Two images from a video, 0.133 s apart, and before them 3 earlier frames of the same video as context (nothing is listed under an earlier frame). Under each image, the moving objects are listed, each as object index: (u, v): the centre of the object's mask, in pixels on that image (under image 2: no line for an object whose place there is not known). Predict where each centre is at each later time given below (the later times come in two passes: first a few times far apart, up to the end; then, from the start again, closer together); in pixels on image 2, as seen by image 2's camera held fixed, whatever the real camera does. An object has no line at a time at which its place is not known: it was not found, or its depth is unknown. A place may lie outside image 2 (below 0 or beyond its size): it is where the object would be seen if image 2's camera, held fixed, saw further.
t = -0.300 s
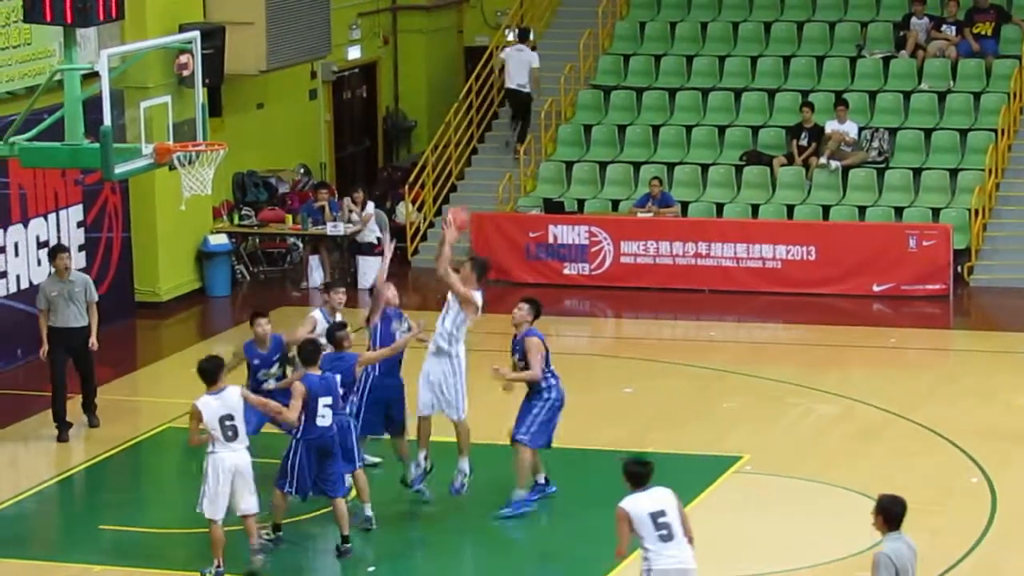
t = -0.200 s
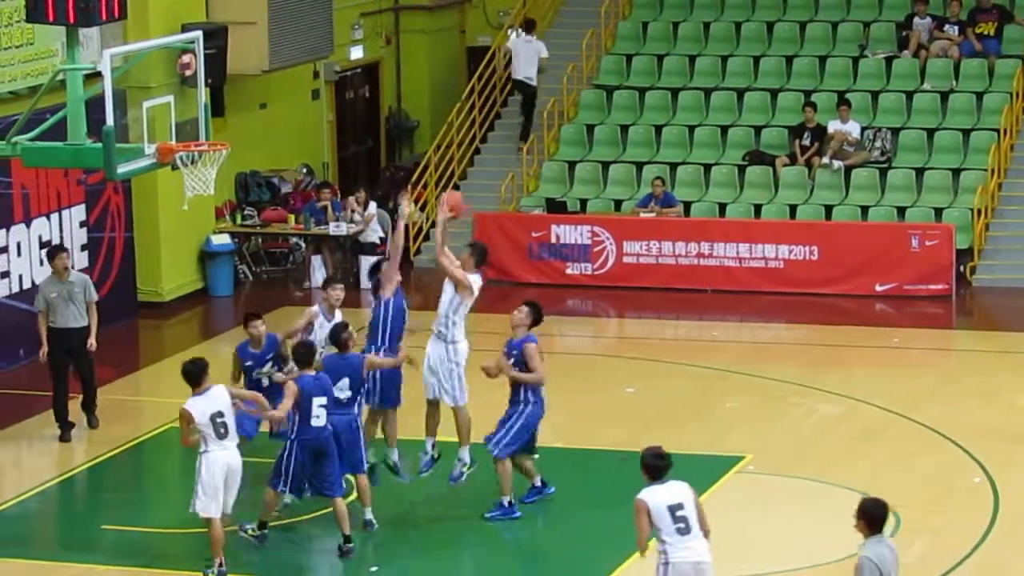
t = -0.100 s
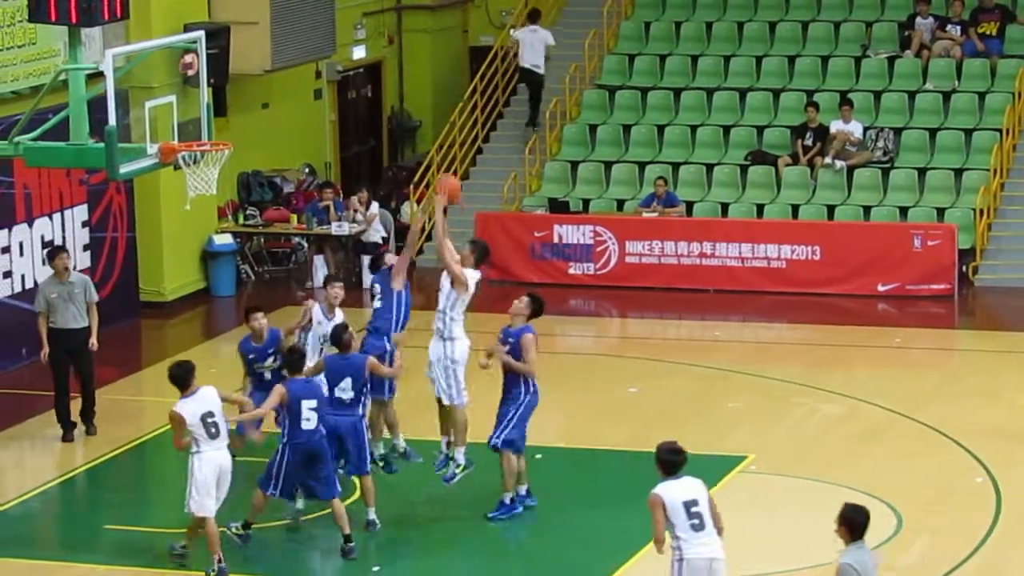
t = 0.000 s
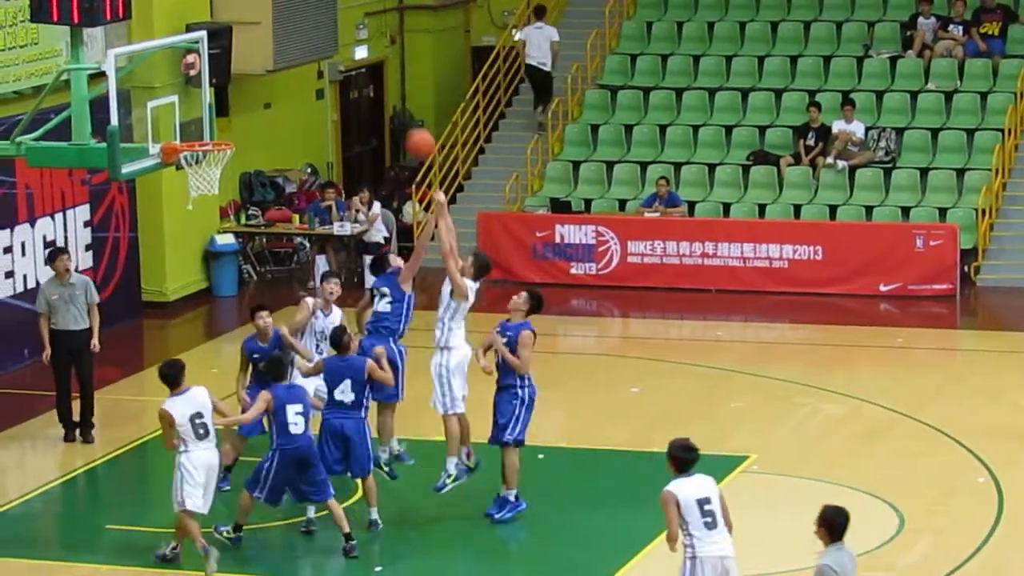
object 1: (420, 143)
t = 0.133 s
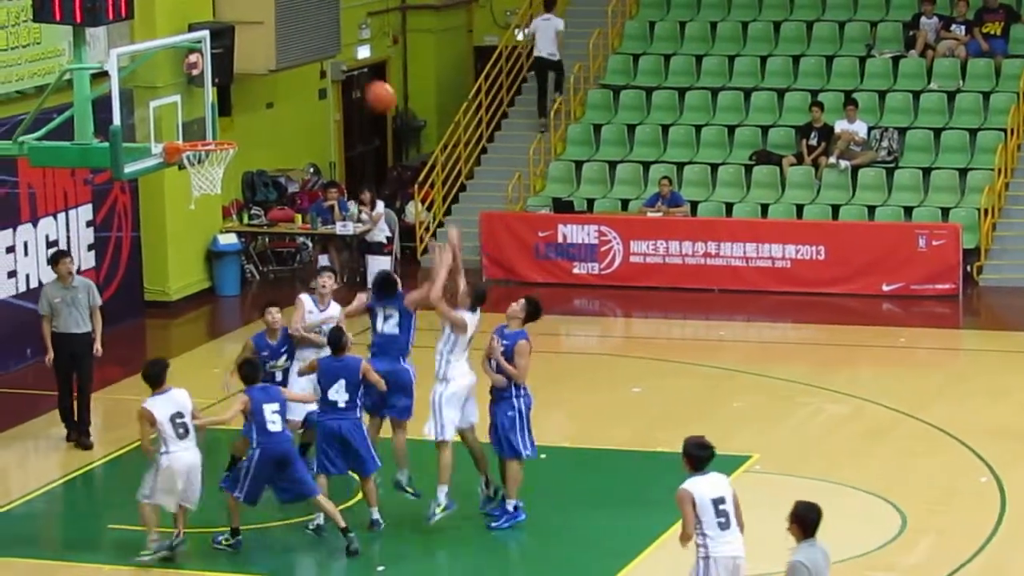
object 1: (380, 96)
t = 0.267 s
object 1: (341, 70)
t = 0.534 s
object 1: (263, 79)
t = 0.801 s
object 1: (200, 143)
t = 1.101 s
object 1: (209, 160)
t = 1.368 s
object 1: (220, 205)
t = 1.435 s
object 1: (219, 225)
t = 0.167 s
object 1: (369, 87)
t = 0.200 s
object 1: (360, 79)
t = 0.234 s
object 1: (352, 74)
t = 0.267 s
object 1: (341, 70)
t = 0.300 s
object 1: (331, 65)
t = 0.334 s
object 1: (319, 64)
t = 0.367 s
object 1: (310, 64)
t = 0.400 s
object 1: (302, 64)
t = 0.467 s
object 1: (281, 68)
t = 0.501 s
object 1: (272, 73)
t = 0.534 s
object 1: (263, 79)
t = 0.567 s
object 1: (254, 86)
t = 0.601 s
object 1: (245, 91)
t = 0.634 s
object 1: (235, 103)
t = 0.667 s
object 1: (226, 112)
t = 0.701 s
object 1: (218, 125)
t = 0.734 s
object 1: (210, 138)
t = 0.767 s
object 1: (205, 139)
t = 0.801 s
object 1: (200, 143)
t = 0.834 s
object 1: (200, 159)
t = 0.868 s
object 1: (196, 160)
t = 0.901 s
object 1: (195, 160)
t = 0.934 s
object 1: (195, 160)
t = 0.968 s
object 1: (197, 162)
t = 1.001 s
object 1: (201, 162)
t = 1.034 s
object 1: (206, 161)
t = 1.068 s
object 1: (209, 162)
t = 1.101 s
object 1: (209, 160)
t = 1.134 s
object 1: (212, 162)
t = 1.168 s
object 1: (218, 170)
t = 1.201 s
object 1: (216, 167)
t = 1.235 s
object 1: (220, 179)
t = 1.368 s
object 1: (220, 205)
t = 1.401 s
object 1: (220, 214)
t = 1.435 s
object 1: (219, 225)
